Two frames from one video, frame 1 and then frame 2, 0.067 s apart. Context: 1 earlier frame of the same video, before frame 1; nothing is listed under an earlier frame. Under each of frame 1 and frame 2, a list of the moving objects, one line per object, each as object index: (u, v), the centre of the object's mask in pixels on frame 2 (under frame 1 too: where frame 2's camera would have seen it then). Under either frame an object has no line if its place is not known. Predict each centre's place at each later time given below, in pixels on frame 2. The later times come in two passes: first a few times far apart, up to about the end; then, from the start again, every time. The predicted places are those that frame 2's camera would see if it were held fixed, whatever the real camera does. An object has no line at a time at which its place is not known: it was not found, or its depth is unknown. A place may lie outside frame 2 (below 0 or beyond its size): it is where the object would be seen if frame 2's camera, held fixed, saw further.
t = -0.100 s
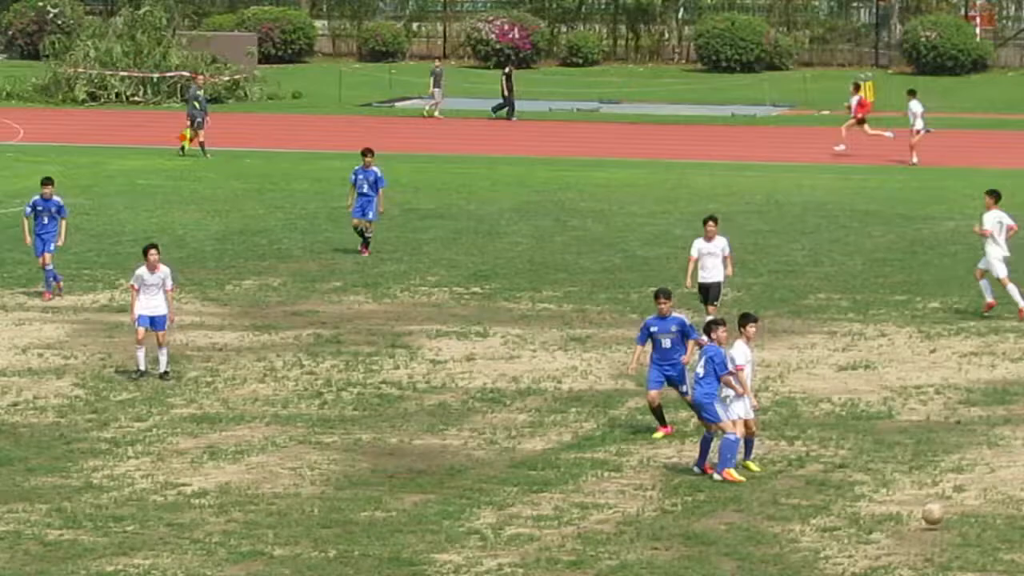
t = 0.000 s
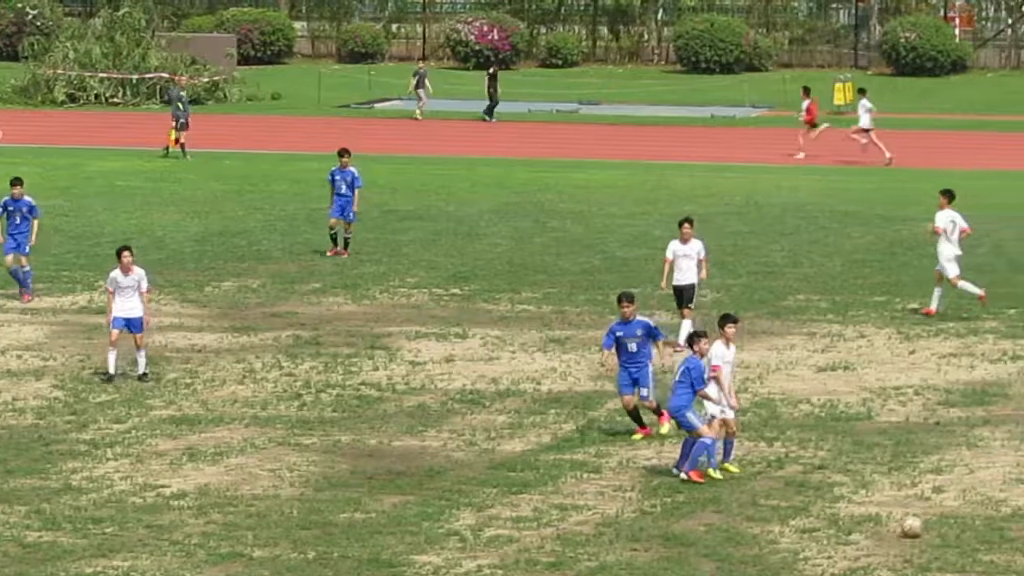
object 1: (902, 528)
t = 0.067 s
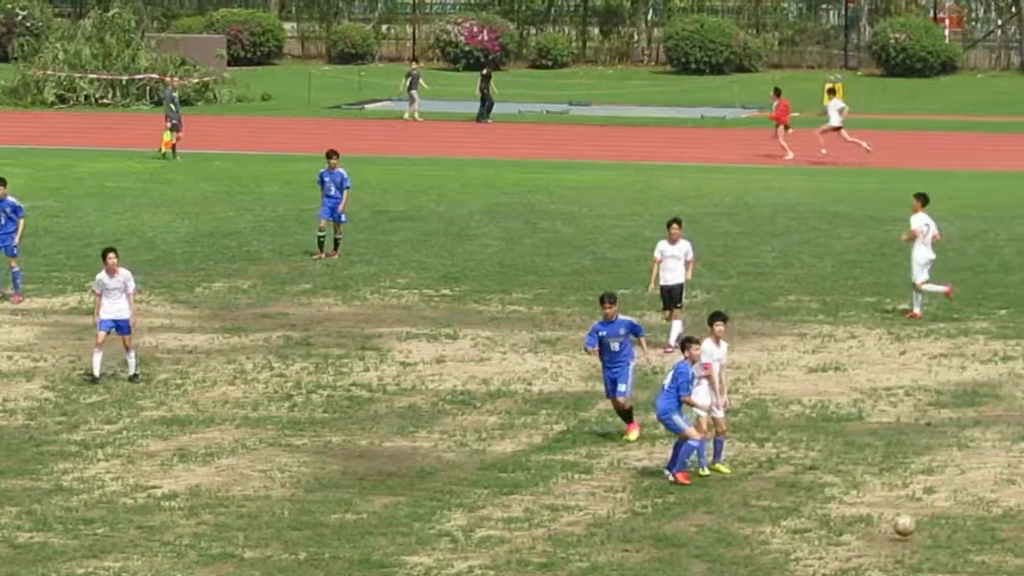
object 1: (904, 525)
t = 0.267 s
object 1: (905, 541)
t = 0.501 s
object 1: (901, 552)
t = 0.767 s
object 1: (897, 566)
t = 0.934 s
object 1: (891, 574)
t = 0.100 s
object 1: (904, 526)
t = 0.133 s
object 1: (904, 527)
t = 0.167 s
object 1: (905, 529)
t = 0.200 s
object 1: (905, 533)
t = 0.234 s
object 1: (905, 539)
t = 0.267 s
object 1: (905, 541)
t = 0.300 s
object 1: (904, 541)
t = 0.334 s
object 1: (904, 543)
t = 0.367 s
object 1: (903, 545)
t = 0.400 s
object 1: (903, 548)
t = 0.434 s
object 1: (902, 549)
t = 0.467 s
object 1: (902, 550)
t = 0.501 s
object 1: (901, 552)
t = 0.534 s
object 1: (900, 555)
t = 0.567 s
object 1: (899, 557)
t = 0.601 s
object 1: (899, 557)
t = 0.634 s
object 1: (899, 558)
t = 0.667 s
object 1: (898, 560)
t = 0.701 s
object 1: (898, 562)
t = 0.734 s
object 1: (897, 565)
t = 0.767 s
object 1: (897, 566)
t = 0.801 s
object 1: (896, 567)
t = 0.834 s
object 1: (894, 569)
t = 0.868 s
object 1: (894, 571)
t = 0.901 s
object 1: (892, 573)
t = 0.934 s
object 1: (891, 574)
